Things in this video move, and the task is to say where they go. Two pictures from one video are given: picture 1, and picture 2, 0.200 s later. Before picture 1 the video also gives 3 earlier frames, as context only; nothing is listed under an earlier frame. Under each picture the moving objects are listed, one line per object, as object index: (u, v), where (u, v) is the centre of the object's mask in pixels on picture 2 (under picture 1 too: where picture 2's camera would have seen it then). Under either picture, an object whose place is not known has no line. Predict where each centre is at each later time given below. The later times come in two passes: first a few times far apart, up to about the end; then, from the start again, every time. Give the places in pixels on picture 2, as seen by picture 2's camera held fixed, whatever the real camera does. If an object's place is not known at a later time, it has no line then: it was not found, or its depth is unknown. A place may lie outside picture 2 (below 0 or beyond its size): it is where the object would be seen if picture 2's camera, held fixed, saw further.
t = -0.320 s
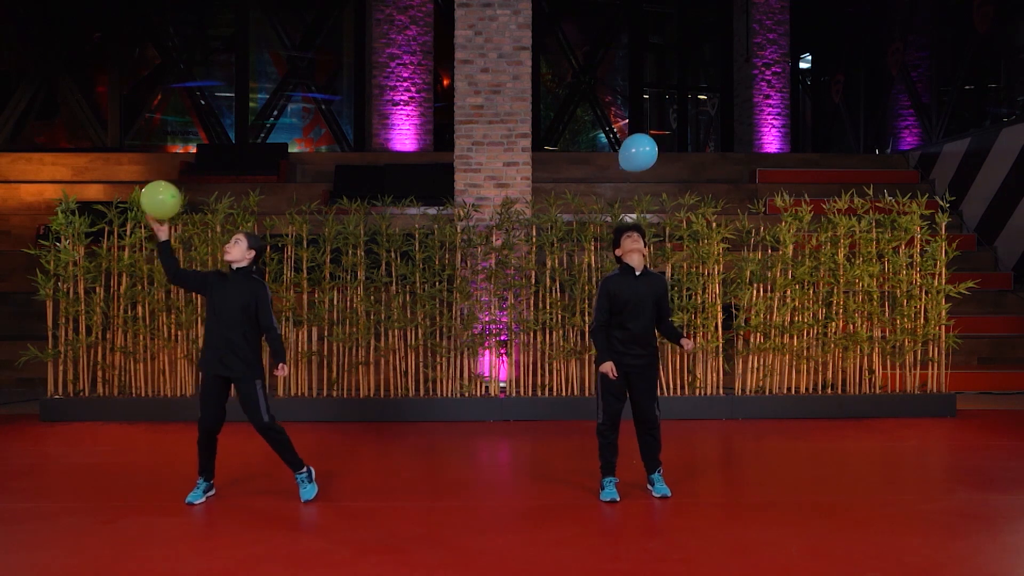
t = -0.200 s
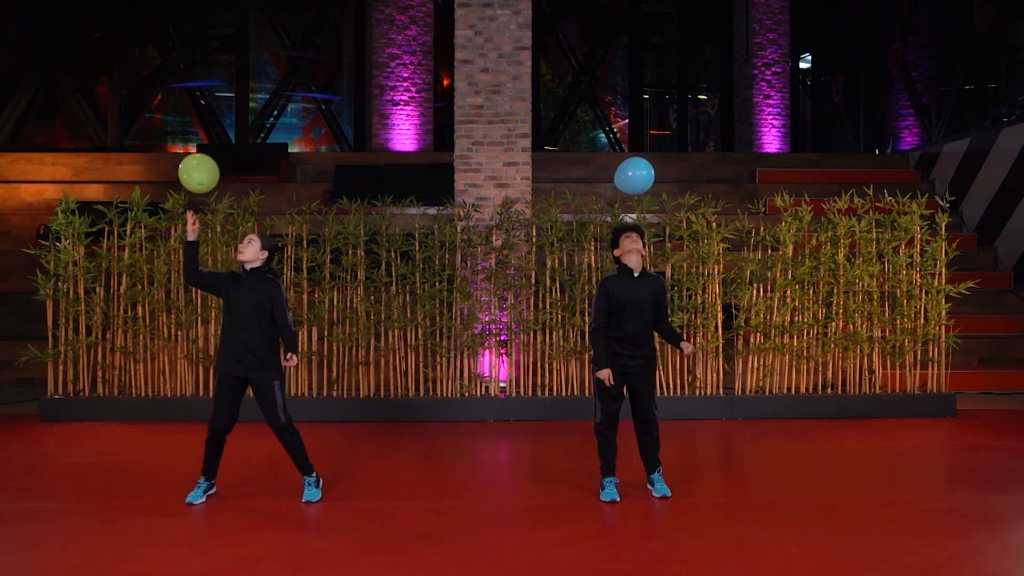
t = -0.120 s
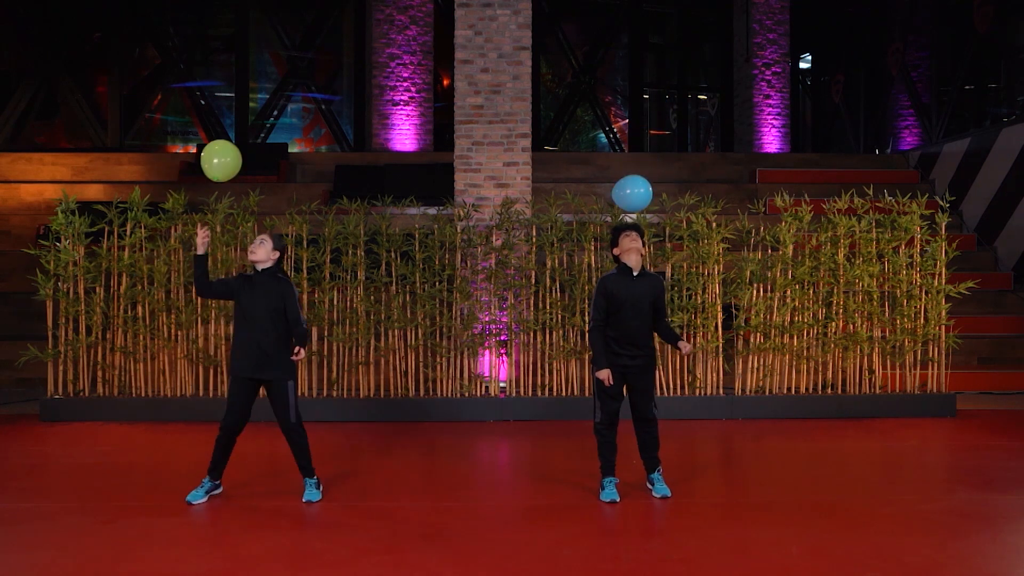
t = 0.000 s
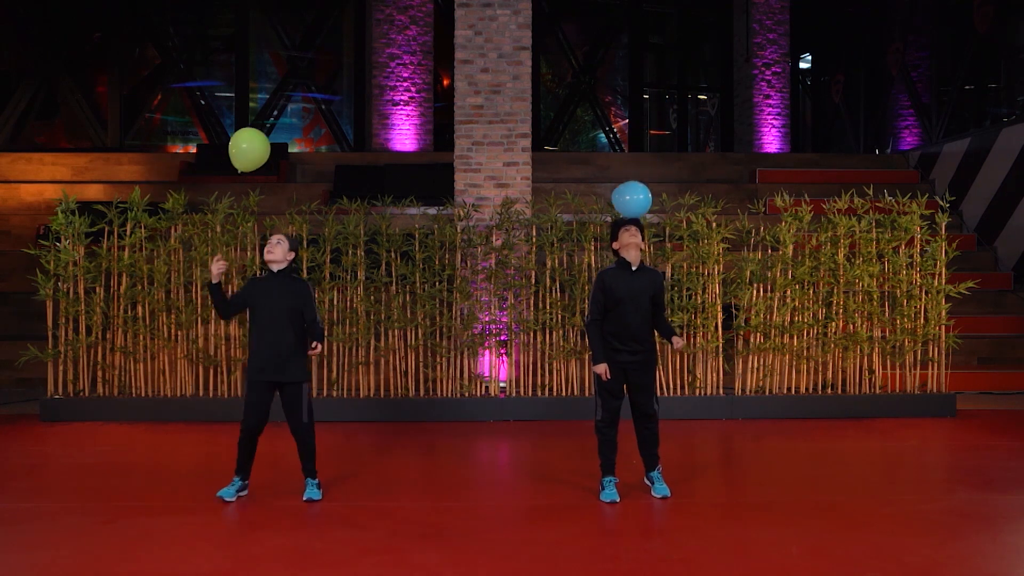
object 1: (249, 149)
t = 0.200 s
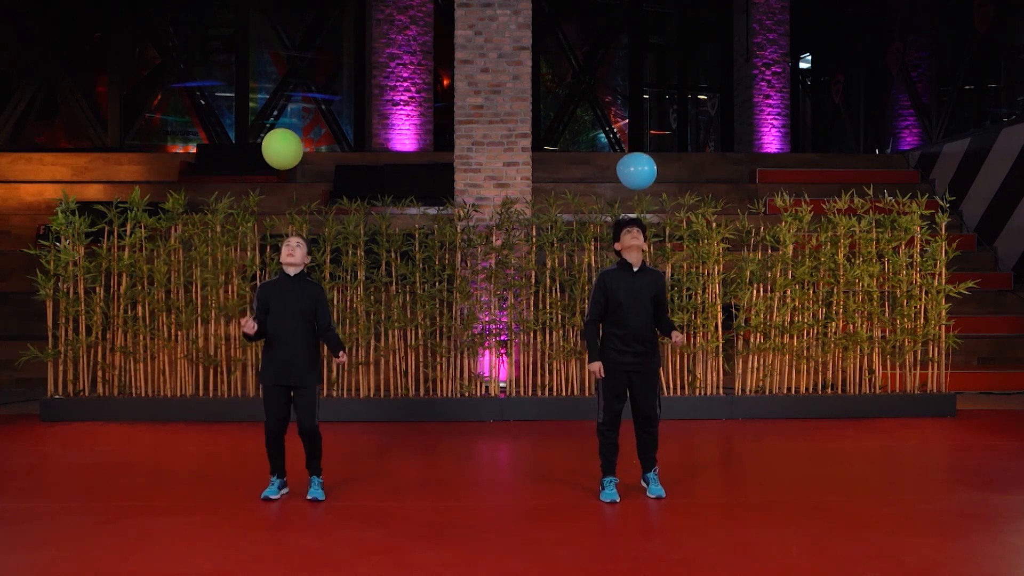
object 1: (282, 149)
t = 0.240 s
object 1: (287, 152)
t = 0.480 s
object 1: (300, 180)
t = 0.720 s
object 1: (305, 225)
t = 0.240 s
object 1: (287, 152)
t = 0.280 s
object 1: (290, 155)
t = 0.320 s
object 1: (293, 160)
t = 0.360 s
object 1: (296, 164)
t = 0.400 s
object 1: (297, 170)
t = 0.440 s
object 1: (299, 175)
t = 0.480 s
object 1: (300, 180)
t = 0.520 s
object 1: (302, 186)
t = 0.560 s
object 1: (303, 193)
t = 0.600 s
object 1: (303, 200)
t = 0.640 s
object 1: (304, 208)
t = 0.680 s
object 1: (305, 216)
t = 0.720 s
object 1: (305, 225)
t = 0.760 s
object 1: (305, 234)
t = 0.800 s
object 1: (305, 243)
